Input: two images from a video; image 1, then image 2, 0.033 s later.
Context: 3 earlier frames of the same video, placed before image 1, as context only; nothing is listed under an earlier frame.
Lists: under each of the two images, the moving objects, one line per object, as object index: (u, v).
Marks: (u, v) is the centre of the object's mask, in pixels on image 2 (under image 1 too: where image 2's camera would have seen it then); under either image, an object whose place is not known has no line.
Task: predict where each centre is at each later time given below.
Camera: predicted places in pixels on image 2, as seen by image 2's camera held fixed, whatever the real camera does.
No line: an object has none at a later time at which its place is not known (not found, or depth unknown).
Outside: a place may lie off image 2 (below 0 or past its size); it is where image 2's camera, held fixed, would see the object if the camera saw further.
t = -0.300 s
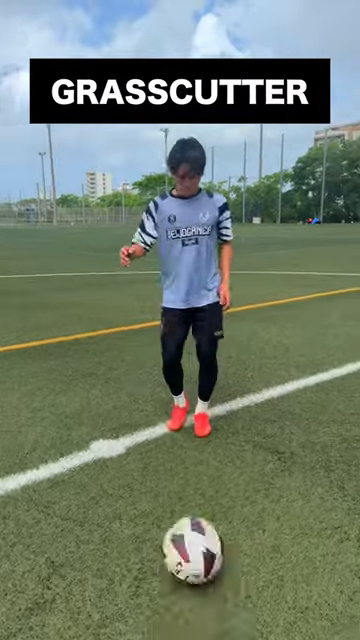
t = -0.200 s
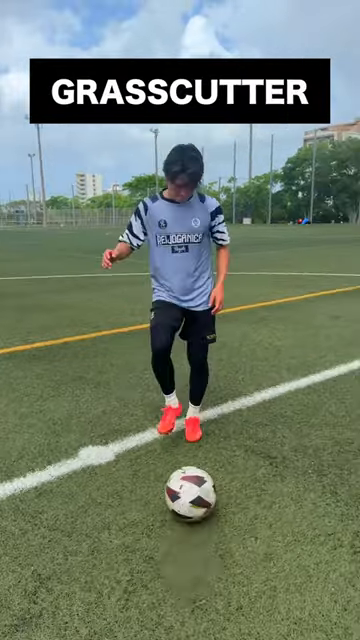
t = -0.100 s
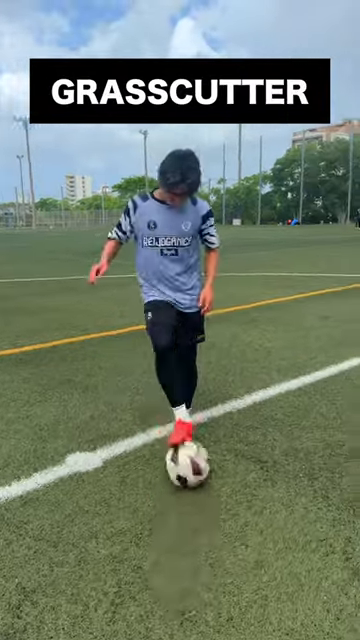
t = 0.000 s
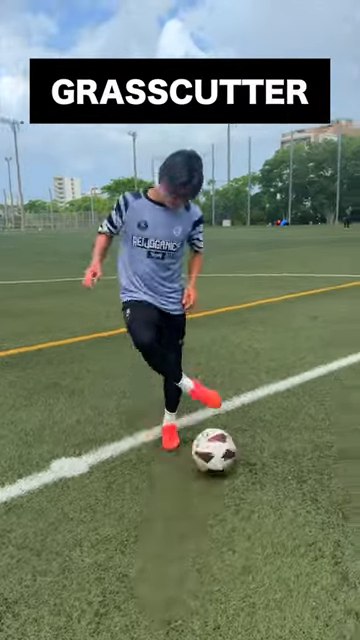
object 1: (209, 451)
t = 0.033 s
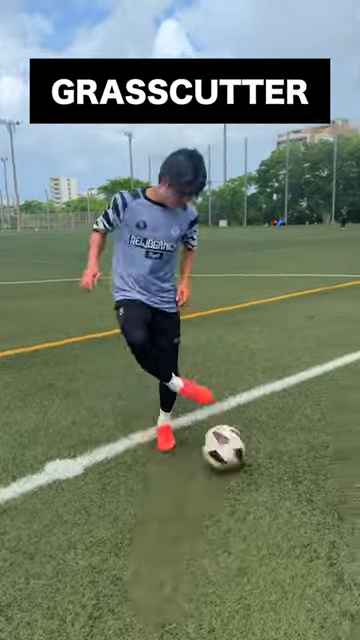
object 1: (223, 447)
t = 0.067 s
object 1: (238, 445)
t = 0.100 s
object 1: (251, 439)
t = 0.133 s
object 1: (265, 436)
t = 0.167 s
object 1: (278, 432)
